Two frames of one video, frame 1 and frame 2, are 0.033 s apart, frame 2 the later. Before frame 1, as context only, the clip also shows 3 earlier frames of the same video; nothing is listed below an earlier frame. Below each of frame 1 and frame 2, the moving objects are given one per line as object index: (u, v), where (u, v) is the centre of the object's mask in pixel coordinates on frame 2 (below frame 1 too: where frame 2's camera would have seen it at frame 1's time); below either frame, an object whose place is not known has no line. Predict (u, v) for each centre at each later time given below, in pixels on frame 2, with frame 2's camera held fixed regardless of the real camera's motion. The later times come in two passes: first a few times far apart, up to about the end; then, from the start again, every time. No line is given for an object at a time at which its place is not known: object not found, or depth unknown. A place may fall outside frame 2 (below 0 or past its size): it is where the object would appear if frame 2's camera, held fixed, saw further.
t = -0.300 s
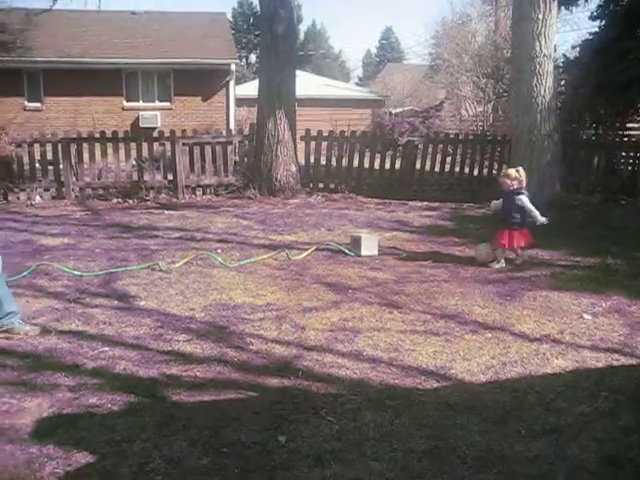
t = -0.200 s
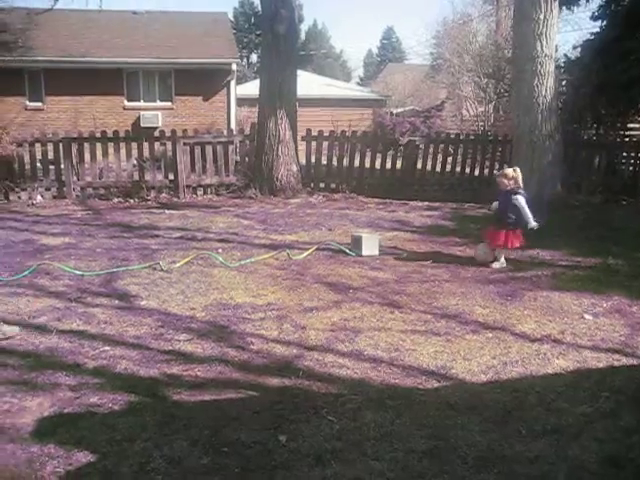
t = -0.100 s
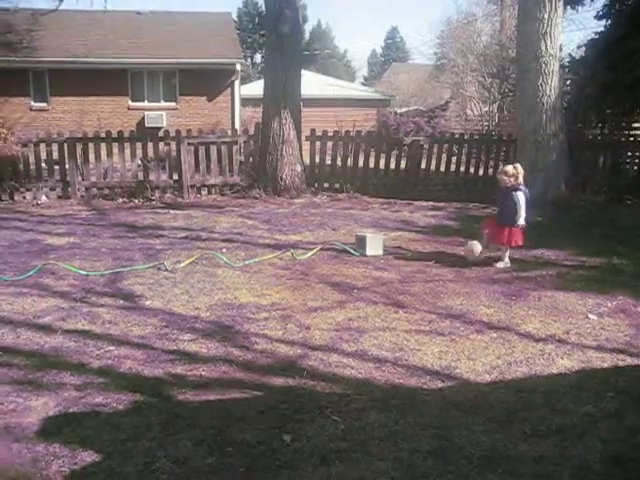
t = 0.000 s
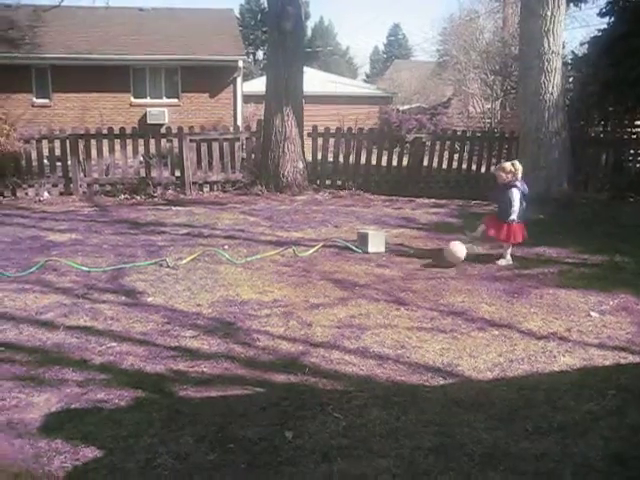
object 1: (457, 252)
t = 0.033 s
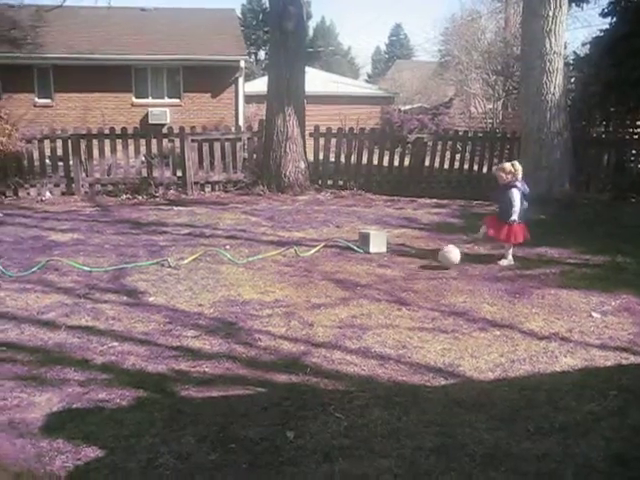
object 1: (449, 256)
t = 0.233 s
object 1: (420, 261)
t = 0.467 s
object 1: (385, 264)
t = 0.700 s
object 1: (353, 267)
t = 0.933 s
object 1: (320, 272)
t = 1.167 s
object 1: (291, 275)
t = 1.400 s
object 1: (262, 280)
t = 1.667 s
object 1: (231, 283)
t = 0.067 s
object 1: (442, 258)
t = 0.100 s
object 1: (438, 258)
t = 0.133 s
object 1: (433, 259)
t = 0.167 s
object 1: (429, 261)
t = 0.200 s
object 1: (425, 261)
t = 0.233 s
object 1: (420, 261)
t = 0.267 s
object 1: (414, 263)
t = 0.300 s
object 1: (410, 263)
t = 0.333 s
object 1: (406, 264)
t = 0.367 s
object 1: (400, 264)
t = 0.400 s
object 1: (395, 264)
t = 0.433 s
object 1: (390, 264)
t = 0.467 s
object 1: (385, 264)
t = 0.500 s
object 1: (381, 265)
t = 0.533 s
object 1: (376, 266)
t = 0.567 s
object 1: (371, 266)
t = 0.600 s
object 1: (367, 266)
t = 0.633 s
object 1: (363, 267)
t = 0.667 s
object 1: (358, 267)
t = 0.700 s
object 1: (353, 267)
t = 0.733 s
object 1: (348, 268)
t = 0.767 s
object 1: (342, 269)
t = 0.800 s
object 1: (338, 269)
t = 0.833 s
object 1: (334, 270)
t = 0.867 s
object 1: (329, 271)
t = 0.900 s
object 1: (325, 272)
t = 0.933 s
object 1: (320, 272)
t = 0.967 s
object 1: (316, 273)
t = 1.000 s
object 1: (311, 273)
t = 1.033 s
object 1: (308, 273)
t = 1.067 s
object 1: (304, 273)
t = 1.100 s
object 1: (299, 274)
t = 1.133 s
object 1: (295, 274)
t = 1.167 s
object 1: (291, 275)
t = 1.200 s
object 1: (286, 277)
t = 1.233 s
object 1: (283, 276)
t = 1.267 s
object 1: (279, 277)
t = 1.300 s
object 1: (274, 278)
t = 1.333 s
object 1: (270, 278)
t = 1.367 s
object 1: (267, 279)
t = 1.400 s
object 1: (262, 280)
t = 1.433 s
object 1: (258, 281)
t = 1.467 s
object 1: (254, 282)
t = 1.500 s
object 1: (250, 282)
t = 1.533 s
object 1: (245, 282)
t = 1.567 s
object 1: (241, 282)
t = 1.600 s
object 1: (238, 282)
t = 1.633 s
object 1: (234, 282)
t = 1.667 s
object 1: (231, 283)
